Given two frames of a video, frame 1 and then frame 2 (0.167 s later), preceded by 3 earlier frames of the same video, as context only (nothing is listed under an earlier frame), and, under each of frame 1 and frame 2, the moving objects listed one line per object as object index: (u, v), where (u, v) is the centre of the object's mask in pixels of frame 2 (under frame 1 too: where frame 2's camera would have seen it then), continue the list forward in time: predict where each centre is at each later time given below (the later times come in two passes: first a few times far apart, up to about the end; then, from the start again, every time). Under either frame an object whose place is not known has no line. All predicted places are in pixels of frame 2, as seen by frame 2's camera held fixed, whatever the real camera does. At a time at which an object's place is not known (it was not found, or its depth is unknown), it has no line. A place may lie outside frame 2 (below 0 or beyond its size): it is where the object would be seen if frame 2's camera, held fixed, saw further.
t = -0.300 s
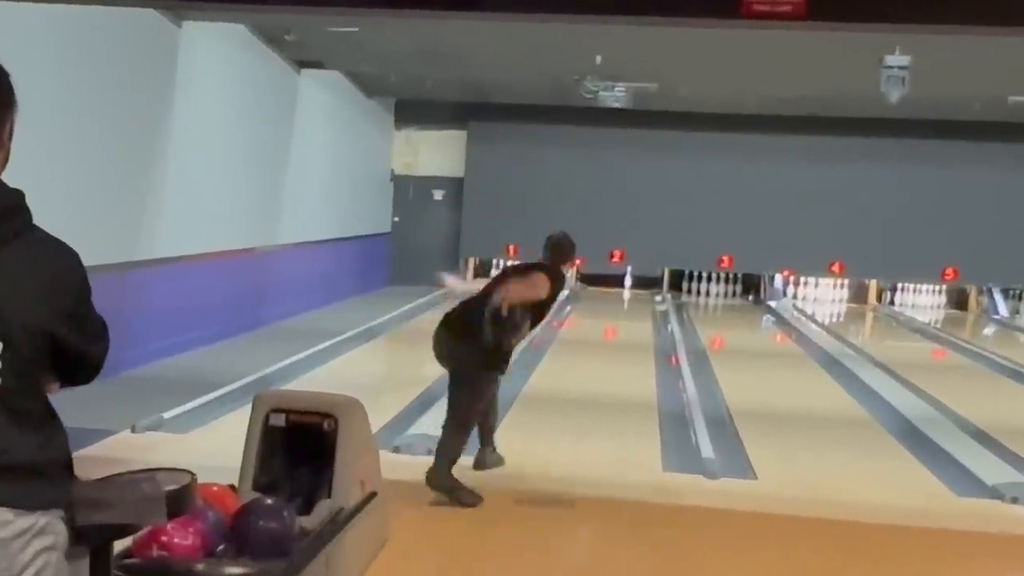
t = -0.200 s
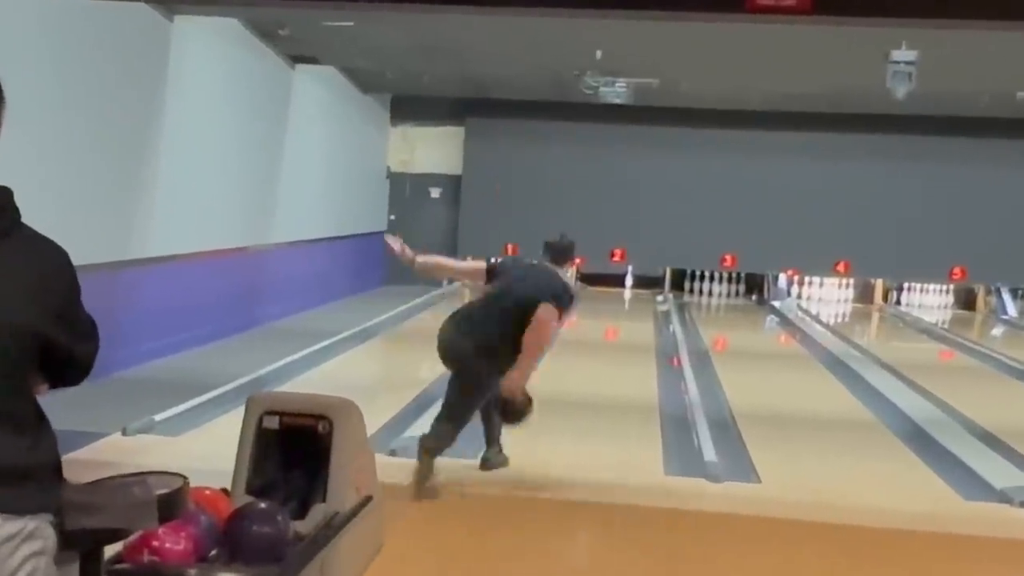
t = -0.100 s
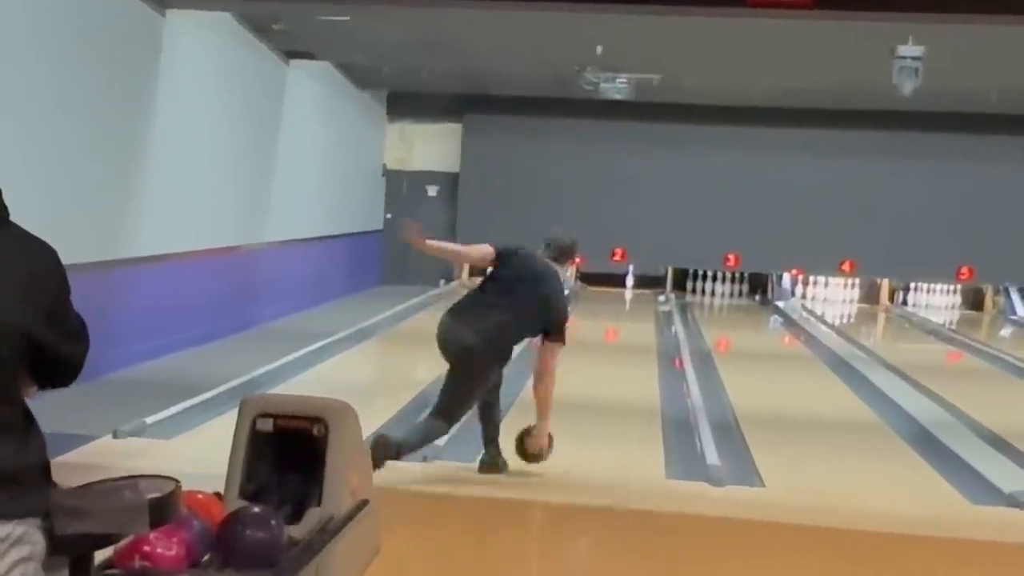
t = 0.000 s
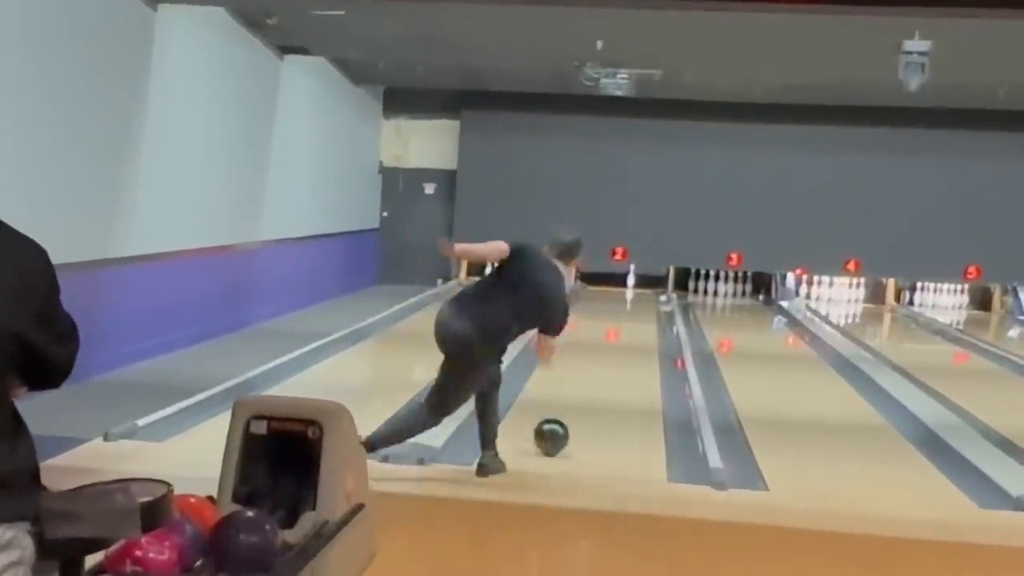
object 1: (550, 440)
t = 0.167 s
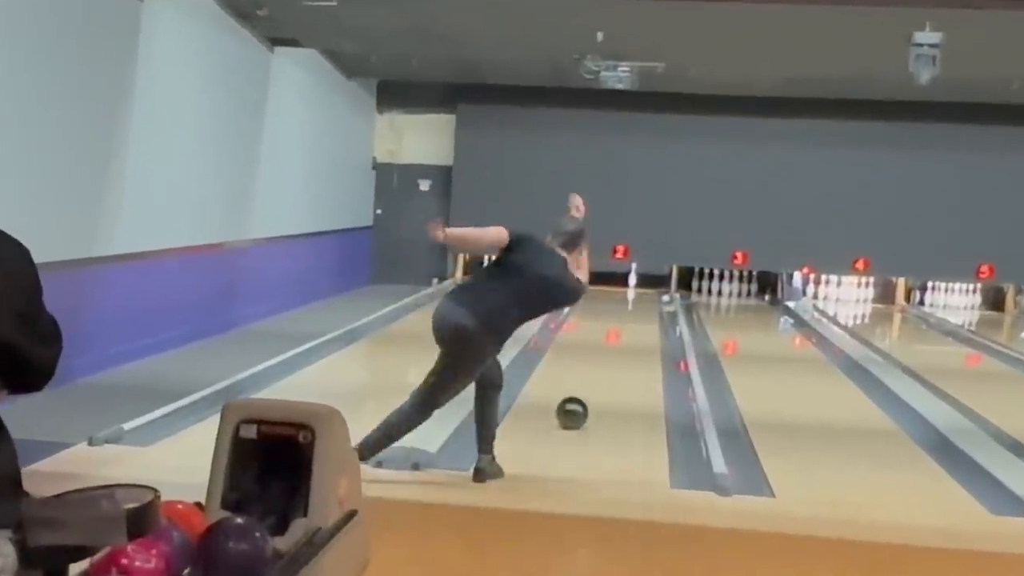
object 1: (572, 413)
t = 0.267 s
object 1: (582, 400)
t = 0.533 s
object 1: (604, 370)
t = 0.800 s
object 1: (619, 348)
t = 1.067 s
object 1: (631, 331)
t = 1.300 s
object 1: (638, 316)
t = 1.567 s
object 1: (643, 306)
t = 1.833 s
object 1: (646, 297)
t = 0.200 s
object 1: (575, 408)
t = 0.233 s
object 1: (579, 404)
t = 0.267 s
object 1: (582, 400)
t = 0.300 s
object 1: (585, 395)
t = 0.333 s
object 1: (588, 390)
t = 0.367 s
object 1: (591, 387)
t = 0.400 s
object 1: (594, 383)
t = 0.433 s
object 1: (597, 380)
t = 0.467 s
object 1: (599, 376)
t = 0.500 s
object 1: (602, 373)
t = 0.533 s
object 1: (604, 370)
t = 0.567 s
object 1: (606, 367)
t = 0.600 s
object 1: (608, 364)
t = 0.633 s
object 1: (610, 361)
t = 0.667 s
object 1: (612, 358)
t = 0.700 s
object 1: (614, 356)
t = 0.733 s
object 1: (616, 353)
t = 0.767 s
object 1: (618, 350)
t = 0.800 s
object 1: (619, 348)
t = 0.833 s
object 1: (621, 345)
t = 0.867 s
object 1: (622, 342)
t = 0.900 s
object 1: (624, 340)
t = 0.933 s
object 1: (625, 338)
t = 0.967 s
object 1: (627, 336)
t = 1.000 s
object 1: (628, 334)
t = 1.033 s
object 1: (629, 332)
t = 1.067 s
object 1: (631, 331)
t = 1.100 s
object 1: (632, 326)
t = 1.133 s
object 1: (633, 325)
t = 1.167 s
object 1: (634, 323)
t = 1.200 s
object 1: (635, 321)
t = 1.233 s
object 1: (637, 320)
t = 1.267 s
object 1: (637, 318)
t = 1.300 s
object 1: (638, 316)
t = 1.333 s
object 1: (639, 315)
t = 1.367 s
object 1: (639, 314)
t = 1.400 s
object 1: (640, 312)
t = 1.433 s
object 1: (641, 311)
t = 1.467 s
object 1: (642, 310)
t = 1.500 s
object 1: (643, 308)
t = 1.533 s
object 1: (643, 307)
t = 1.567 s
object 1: (643, 306)
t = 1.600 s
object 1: (644, 304)
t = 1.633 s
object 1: (645, 303)
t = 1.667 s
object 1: (645, 302)
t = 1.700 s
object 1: (645, 302)
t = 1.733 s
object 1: (645, 300)
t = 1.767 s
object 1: (646, 298)
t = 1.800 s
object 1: (646, 298)
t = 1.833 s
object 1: (646, 297)
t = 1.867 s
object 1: (646, 297)
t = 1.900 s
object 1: (646, 296)
